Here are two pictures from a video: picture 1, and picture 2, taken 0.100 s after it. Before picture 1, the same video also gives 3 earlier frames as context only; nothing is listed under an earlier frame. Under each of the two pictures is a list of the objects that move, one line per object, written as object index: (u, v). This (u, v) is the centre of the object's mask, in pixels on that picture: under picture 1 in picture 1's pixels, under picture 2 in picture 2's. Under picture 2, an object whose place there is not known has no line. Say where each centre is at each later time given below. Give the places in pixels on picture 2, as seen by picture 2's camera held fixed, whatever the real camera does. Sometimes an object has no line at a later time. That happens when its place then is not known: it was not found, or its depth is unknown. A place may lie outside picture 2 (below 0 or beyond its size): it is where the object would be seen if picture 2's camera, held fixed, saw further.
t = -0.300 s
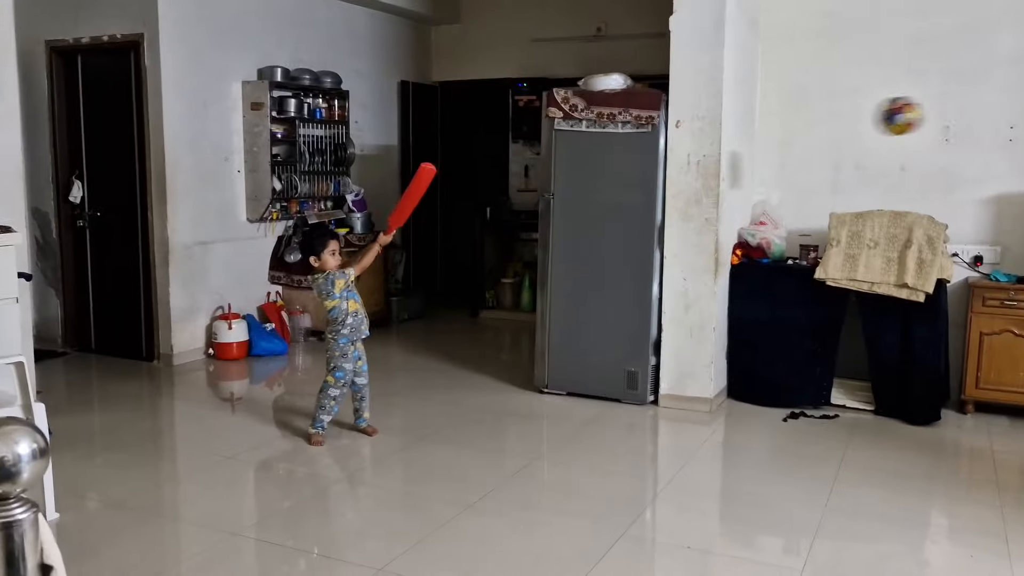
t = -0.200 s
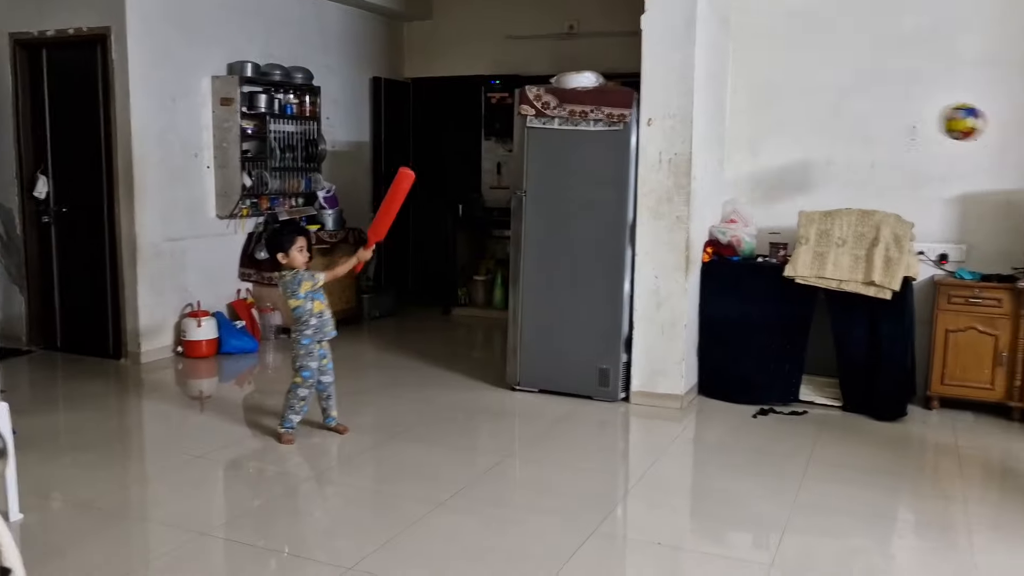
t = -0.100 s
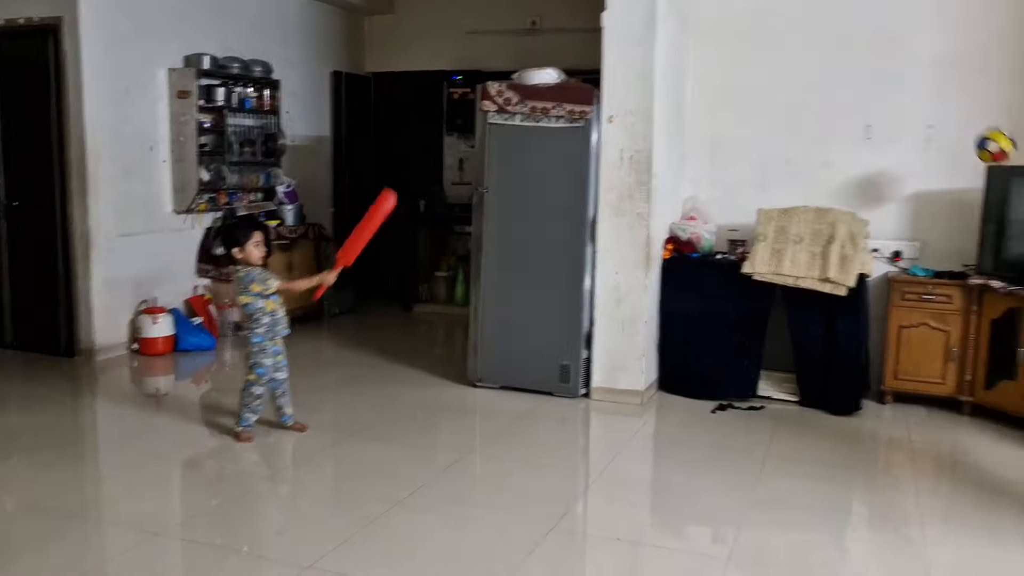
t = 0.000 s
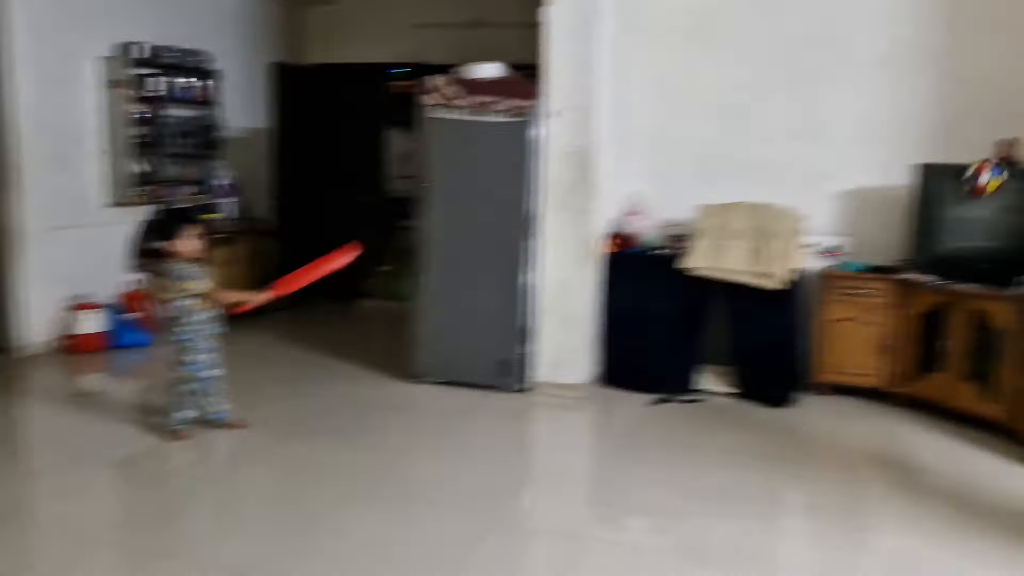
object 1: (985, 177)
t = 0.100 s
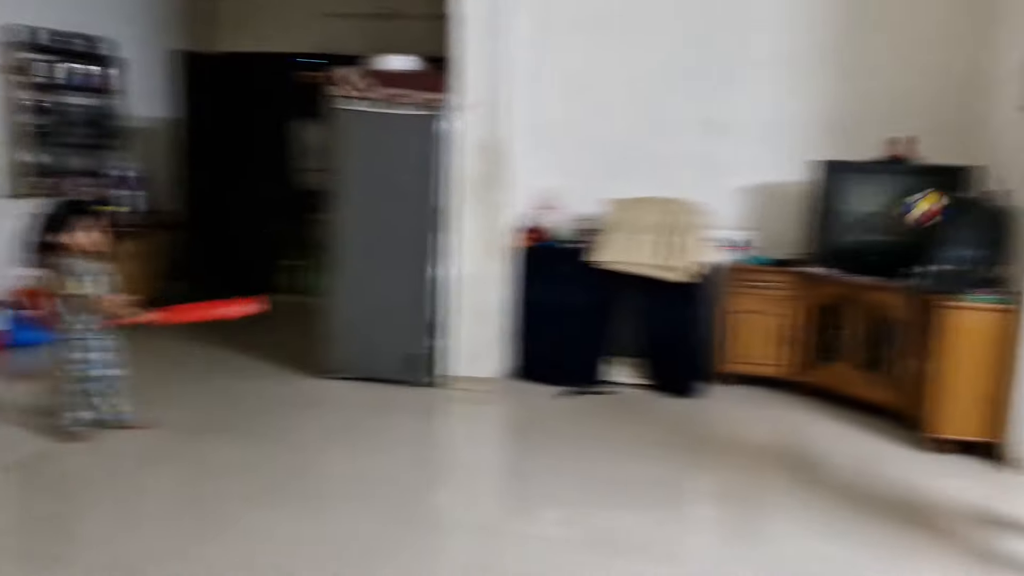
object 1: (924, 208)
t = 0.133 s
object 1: (928, 219)
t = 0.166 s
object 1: (925, 223)
